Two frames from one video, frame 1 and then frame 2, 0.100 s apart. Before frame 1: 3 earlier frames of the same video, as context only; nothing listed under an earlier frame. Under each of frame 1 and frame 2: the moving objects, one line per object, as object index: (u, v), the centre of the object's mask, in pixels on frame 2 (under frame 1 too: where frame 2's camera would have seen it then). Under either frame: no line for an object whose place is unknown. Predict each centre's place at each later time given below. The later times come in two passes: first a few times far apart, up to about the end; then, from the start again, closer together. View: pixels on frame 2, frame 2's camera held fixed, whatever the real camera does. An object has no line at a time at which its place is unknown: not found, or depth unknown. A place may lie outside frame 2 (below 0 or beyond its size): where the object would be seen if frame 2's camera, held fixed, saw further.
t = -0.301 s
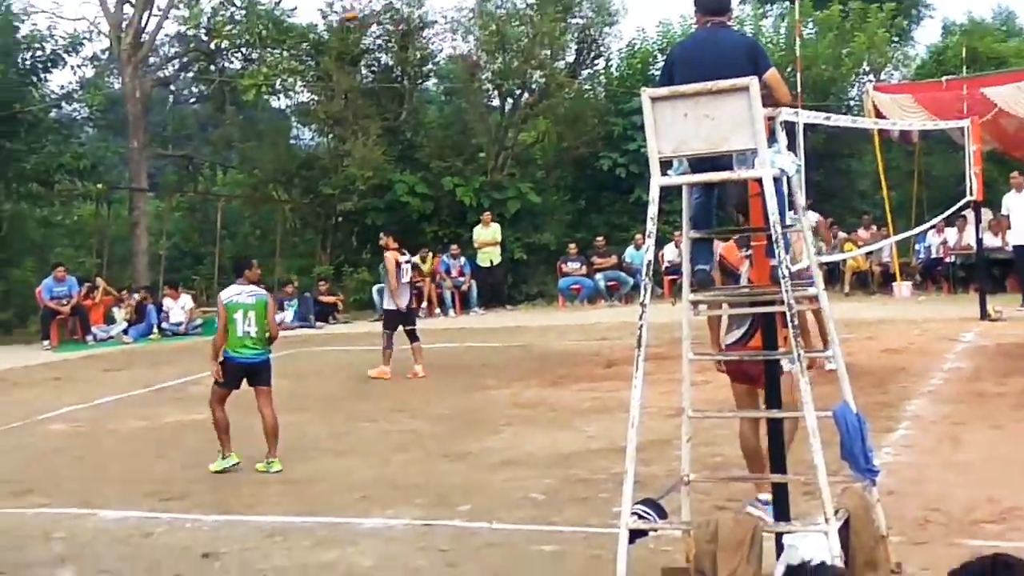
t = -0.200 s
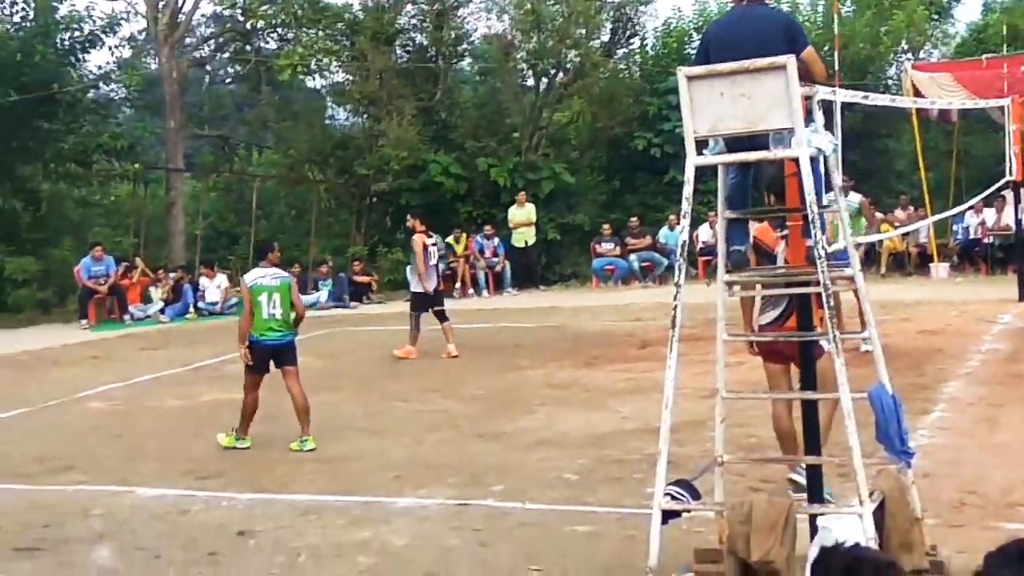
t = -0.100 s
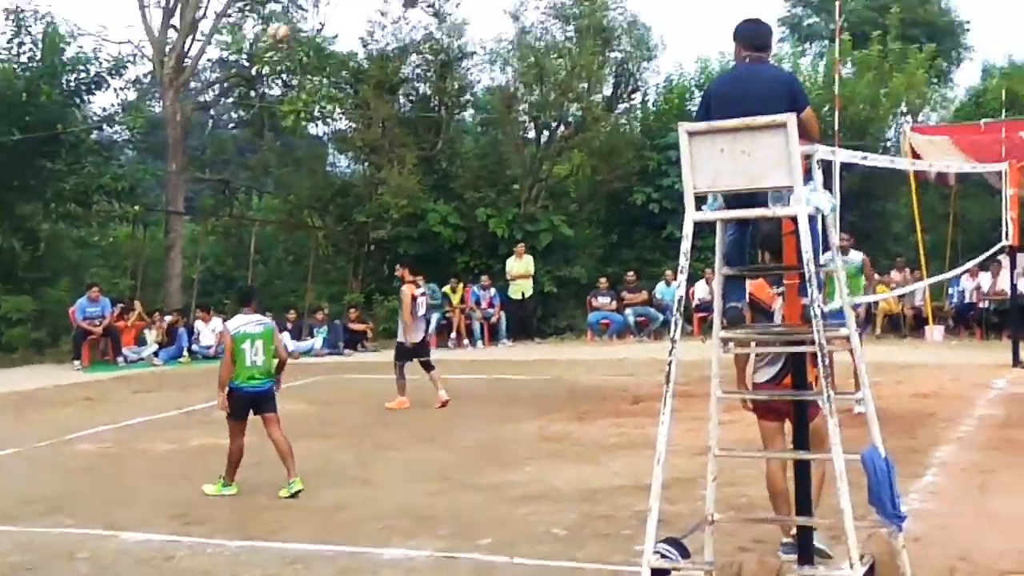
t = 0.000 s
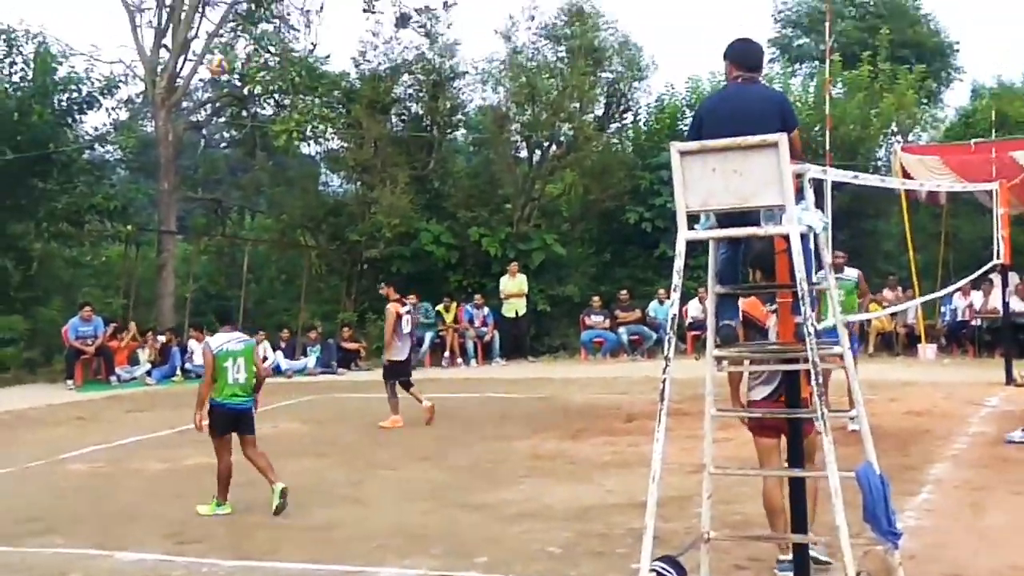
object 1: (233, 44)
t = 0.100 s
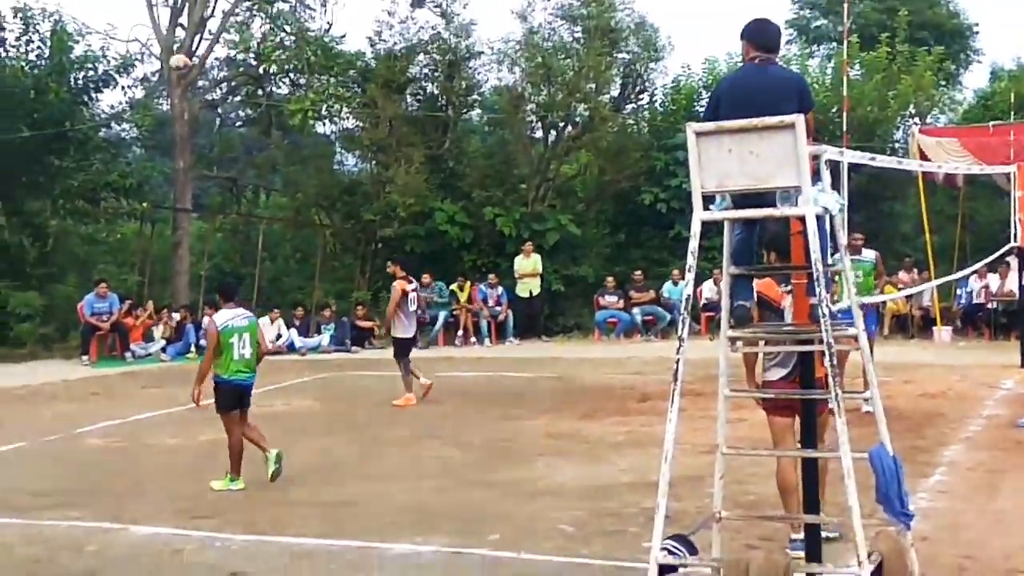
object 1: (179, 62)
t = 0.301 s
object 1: (80, 133)
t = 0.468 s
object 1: (2, 219)
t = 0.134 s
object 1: (163, 74)
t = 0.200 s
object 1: (130, 95)
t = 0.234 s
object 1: (114, 106)
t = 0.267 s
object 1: (96, 119)
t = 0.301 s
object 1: (80, 133)
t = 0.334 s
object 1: (64, 148)
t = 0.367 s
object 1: (48, 164)
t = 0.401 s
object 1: (33, 182)
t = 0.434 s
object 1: (18, 201)
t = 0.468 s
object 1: (2, 219)
